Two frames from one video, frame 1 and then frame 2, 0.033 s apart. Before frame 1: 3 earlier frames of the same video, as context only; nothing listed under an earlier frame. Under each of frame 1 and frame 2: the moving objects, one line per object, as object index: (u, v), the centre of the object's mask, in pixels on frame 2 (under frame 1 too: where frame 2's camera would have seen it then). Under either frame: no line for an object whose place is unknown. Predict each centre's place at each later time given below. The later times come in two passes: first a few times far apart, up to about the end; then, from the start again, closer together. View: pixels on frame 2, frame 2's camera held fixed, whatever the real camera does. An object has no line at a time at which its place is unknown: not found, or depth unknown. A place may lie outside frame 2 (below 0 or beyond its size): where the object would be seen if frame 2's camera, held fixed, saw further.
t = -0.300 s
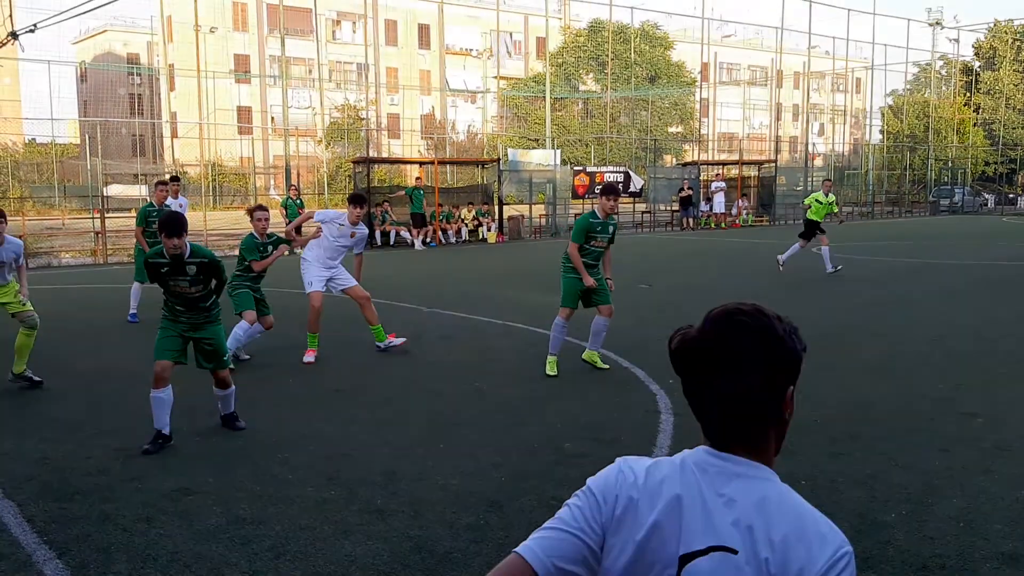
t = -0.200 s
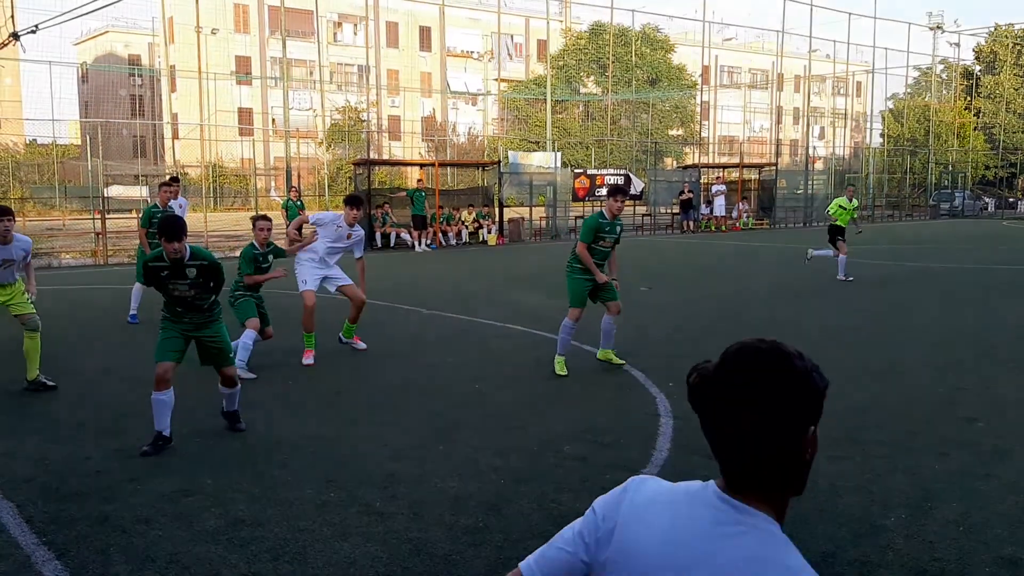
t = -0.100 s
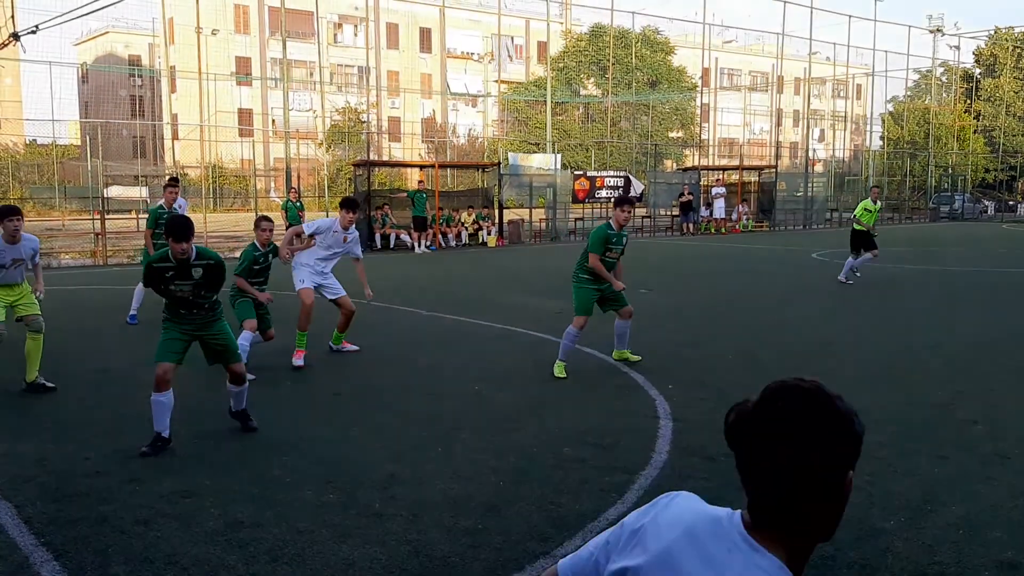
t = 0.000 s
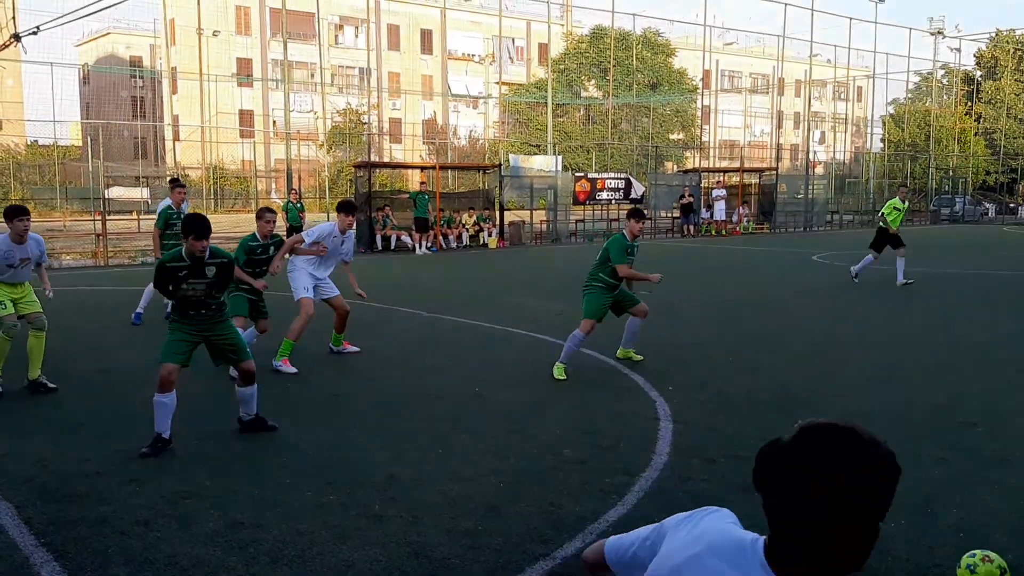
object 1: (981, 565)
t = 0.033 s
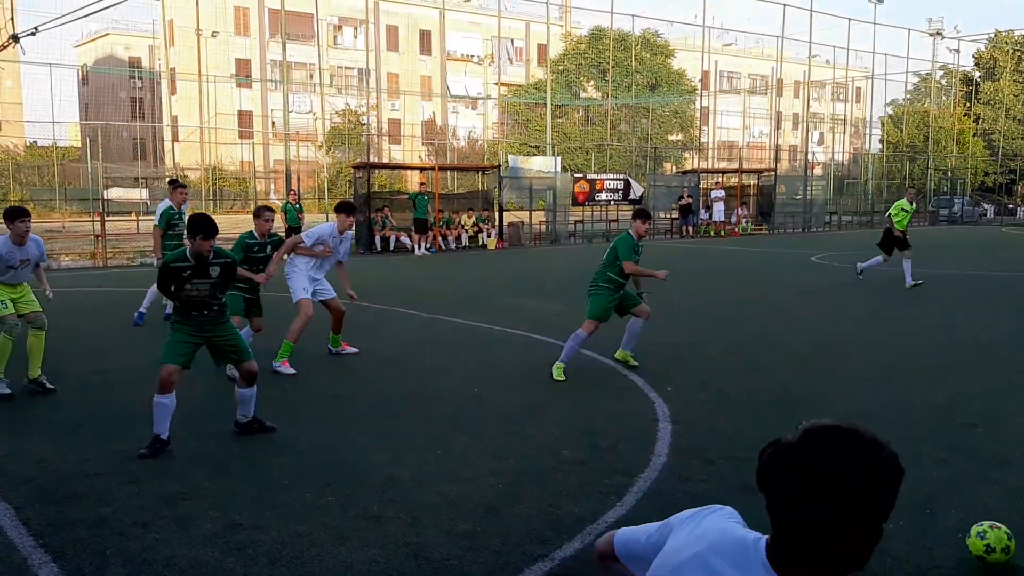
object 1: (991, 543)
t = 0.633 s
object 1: (1037, 336)
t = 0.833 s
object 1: (1040, 313)
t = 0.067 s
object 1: (997, 518)
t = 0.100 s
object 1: (1001, 494)
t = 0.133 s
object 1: (1005, 471)
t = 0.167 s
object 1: (1009, 453)
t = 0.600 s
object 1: (1036, 339)
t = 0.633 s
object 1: (1037, 336)
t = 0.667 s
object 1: (1037, 331)
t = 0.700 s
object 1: (1038, 327)
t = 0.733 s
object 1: (1038, 324)
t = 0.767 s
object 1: (1039, 320)
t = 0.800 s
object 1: (1039, 316)
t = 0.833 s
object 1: (1040, 313)
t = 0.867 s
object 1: (1040, 311)
